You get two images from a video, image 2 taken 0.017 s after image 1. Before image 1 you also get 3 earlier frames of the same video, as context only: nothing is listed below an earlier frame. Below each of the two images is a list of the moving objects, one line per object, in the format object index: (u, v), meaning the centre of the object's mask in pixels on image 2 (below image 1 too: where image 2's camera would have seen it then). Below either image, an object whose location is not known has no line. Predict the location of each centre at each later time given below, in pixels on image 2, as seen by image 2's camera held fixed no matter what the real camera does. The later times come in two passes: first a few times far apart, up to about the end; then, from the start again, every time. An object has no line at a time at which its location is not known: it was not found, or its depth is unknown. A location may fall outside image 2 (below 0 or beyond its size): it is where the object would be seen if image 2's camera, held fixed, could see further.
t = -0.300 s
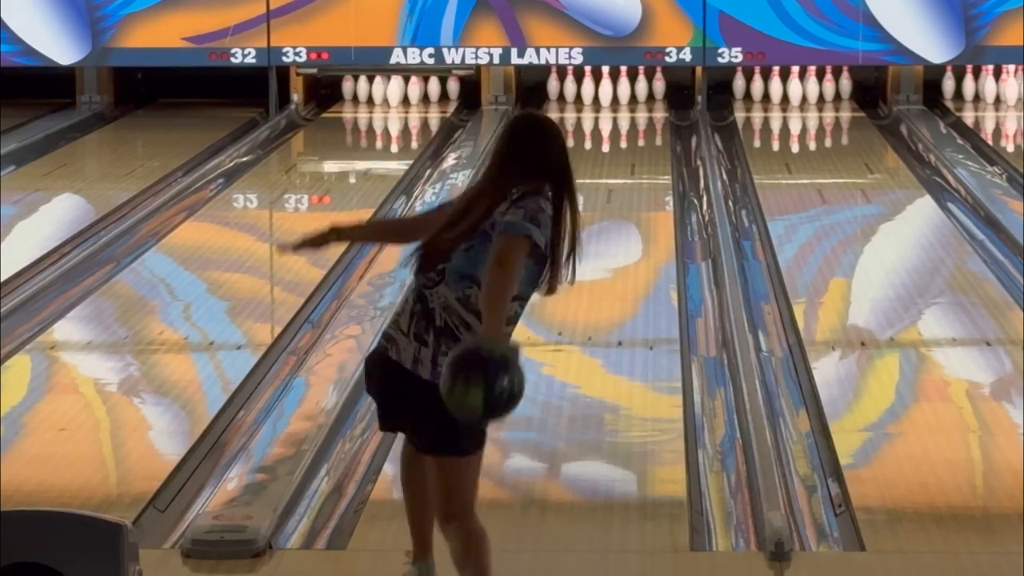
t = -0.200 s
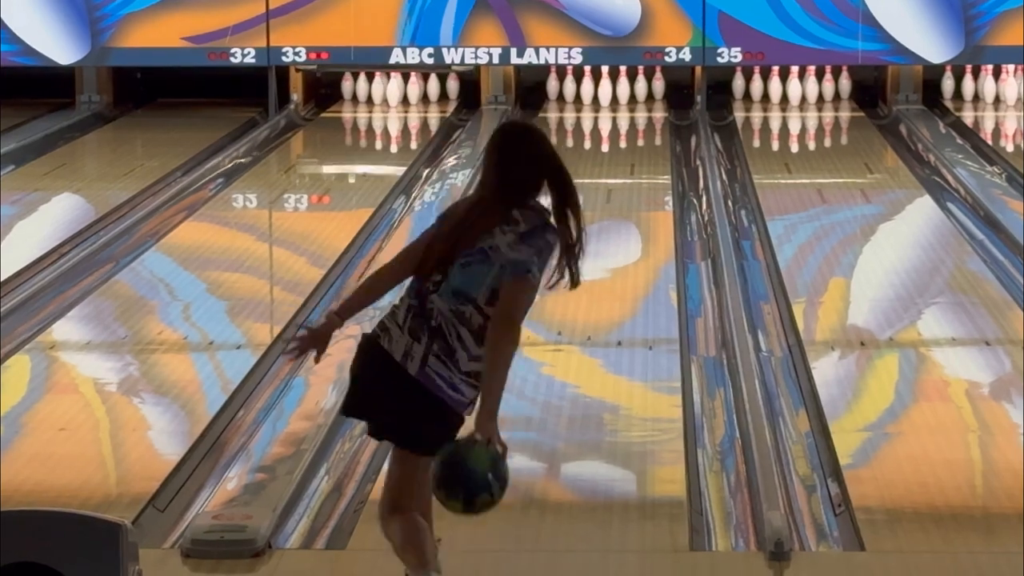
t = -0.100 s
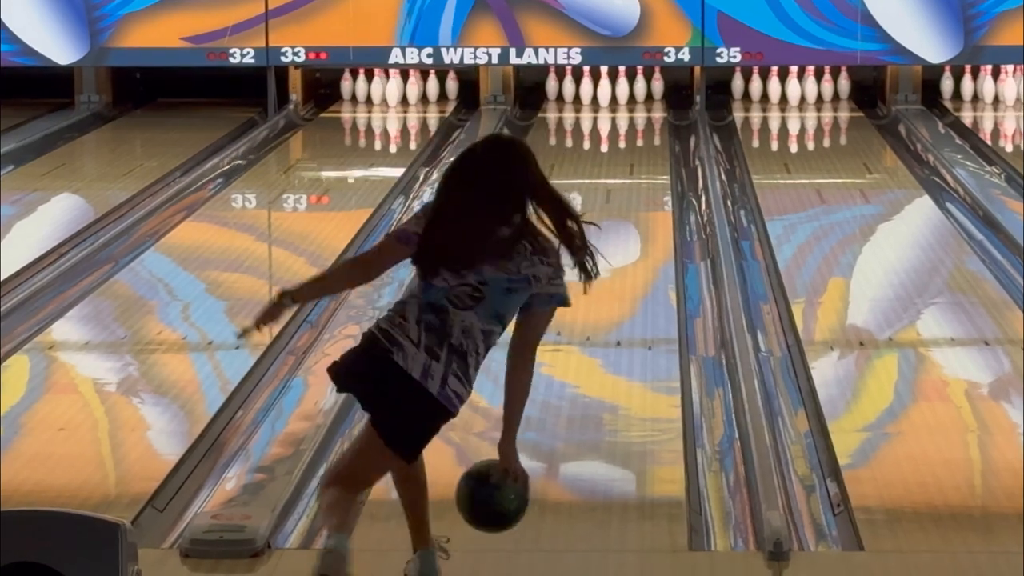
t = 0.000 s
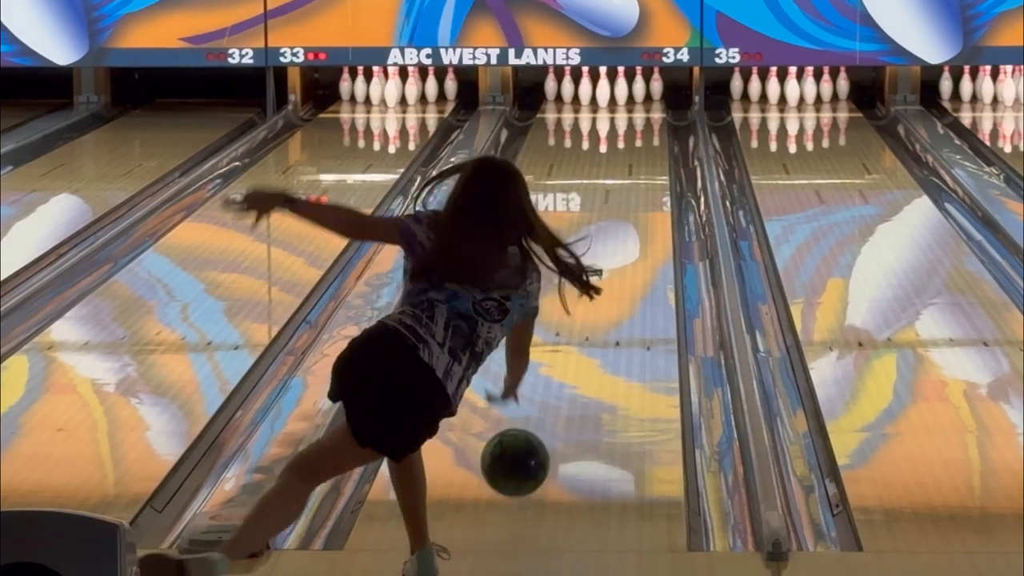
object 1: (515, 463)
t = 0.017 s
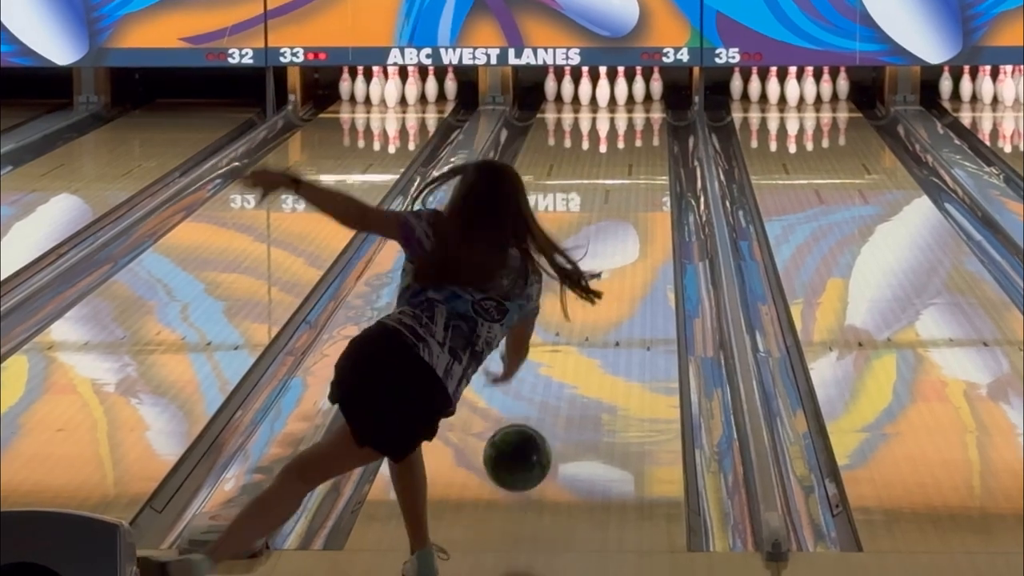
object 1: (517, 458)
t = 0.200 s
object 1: (539, 429)
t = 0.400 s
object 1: (558, 369)
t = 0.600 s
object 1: (573, 321)
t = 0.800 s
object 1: (585, 282)
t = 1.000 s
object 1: (595, 248)
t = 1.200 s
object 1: (603, 220)
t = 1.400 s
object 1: (610, 195)
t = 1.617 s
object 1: (616, 173)
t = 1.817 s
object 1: (621, 155)
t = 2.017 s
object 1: (624, 138)
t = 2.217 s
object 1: (624, 124)
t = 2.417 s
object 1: (620, 112)
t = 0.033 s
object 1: (519, 454)
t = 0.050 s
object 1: (521, 450)
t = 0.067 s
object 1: (524, 448)
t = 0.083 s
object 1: (526, 447)
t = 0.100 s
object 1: (528, 446)
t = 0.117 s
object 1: (530, 446)
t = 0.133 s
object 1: (532, 448)
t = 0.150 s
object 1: (534, 447)
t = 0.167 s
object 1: (536, 440)
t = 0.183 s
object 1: (537, 434)
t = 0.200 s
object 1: (539, 429)
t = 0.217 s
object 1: (541, 424)
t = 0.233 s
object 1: (543, 419)
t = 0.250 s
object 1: (544, 413)
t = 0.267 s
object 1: (546, 408)
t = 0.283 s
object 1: (548, 403)
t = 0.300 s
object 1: (549, 398)
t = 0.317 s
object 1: (551, 393)
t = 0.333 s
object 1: (553, 388)
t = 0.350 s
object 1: (554, 383)
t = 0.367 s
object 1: (555, 378)
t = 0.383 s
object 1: (557, 374)
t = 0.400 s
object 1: (558, 369)
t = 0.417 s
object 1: (560, 365)
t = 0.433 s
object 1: (561, 360)
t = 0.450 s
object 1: (562, 356)
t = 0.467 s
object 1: (564, 352)
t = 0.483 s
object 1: (565, 348)
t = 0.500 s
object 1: (566, 344)
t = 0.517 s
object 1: (567, 340)
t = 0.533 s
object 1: (569, 336)
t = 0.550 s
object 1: (570, 332)
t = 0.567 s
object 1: (571, 329)
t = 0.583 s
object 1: (572, 325)
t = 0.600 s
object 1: (573, 321)
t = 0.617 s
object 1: (574, 318)
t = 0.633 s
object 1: (576, 314)
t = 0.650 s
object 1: (577, 311)
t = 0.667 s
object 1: (578, 307)
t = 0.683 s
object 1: (579, 304)
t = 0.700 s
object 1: (580, 301)
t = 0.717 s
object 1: (581, 298)
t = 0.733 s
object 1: (582, 295)
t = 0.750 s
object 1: (583, 292)
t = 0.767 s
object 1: (584, 288)
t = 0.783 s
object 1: (585, 285)
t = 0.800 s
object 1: (585, 282)
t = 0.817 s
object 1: (586, 279)
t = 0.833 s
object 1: (587, 276)
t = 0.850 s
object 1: (588, 273)
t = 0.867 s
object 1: (589, 270)
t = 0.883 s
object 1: (590, 267)
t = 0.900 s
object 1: (591, 265)
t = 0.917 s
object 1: (592, 262)
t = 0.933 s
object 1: (592, 259)
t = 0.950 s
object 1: (593, 256)
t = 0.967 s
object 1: (594, 254)
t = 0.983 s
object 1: (594, 251)
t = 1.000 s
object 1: (595, 248)
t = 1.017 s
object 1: (596, 246)
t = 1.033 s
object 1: (597, 243)
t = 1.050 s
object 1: (597, 241)
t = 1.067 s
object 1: (598, 238)
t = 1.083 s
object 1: (599, 236)
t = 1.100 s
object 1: (599, 234)
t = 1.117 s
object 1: (600, 231)
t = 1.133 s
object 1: (601, 229)
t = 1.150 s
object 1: (602, 227)
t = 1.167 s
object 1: (602, 225)
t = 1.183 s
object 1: (603, 222)
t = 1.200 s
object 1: (603, 220)
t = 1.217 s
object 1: (604, 218)
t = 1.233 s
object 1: (605, 216)
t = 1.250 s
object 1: (605, 214)
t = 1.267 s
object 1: (606, 211)
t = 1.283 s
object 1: (606, 209)
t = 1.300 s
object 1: (607, 207)
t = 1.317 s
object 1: (607, 205)
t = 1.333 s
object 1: (608, 204)
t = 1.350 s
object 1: (609, 201)
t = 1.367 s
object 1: (609, 199)
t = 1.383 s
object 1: (610, 198)
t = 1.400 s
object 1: (610, 195)
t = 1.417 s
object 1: (611, 194)
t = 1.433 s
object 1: (611, 192)
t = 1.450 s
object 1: (612, 190)
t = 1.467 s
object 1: (612, 188)
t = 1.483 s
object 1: (613, 186)
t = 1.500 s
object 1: (613, 185)
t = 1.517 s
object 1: (614, 183)
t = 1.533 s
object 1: (614, 181)
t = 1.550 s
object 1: (614, 179)
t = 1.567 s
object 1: (615, 178)
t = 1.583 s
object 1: (616, 176)
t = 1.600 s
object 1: (616, 175)
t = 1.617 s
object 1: (616, 173)
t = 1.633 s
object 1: (616, 171)
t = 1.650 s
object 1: (617, 169)
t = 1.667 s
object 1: (618, 168)
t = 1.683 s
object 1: (618, 166)
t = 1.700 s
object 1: (619, 165)
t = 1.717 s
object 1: (619, 163)
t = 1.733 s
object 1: (619, 162)
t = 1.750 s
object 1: (620, 160)
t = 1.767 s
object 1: (620, 159)
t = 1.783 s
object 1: (620, 157)
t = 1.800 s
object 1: (621, 156)
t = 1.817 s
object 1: (621, 155)
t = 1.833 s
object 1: (621, 153)
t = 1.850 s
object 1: (622, 152)
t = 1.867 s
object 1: (622, 150)
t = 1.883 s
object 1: (622, 149)
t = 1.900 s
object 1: (623, 148)
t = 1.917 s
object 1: (623, 146)
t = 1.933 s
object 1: (623, 144)
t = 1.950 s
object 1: (624, 143)
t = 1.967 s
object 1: (624, 141)
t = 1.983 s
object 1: (624, 140)
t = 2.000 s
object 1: (625, 139)
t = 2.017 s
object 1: (624, 138)
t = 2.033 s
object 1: (625, 136)
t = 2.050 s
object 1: (625, 135)
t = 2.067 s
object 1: (625, 134)
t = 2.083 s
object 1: (625, 133)
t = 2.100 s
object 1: (624, 132)
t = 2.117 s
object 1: (624, 131)
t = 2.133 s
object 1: (624, 130)
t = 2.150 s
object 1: (625, 129)
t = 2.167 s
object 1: (624, 128)
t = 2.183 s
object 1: (625, 126)
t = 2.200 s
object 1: (624, 125)
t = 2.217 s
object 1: (624, 124)
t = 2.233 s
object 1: (624, 123)
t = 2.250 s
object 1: (624, 122)
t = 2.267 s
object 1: (623, 119)
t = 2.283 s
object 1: (626, 113)
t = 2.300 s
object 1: (630, 124)
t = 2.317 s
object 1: (625, 121)
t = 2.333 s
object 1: (622, 118)
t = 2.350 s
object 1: (622, 116)
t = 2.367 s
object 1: (621, 116)
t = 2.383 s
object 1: (621, 115)
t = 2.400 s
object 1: (621, 114)
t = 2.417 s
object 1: (620, 112)
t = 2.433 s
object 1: (620, 111)
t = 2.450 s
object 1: (619, 110)
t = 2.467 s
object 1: (619, 109)
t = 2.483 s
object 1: (619, 109)
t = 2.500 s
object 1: (618, 108)
